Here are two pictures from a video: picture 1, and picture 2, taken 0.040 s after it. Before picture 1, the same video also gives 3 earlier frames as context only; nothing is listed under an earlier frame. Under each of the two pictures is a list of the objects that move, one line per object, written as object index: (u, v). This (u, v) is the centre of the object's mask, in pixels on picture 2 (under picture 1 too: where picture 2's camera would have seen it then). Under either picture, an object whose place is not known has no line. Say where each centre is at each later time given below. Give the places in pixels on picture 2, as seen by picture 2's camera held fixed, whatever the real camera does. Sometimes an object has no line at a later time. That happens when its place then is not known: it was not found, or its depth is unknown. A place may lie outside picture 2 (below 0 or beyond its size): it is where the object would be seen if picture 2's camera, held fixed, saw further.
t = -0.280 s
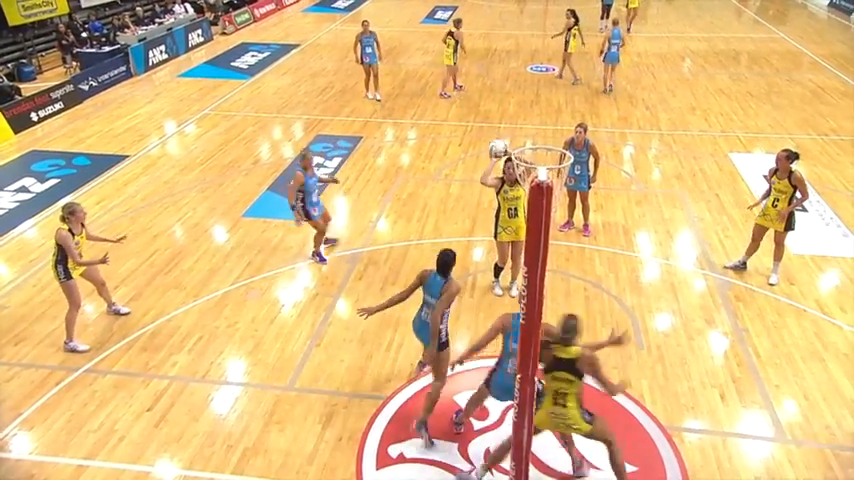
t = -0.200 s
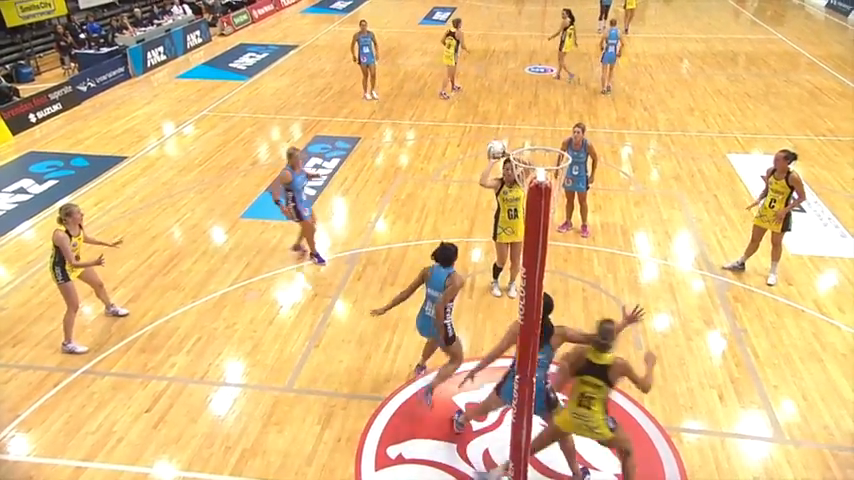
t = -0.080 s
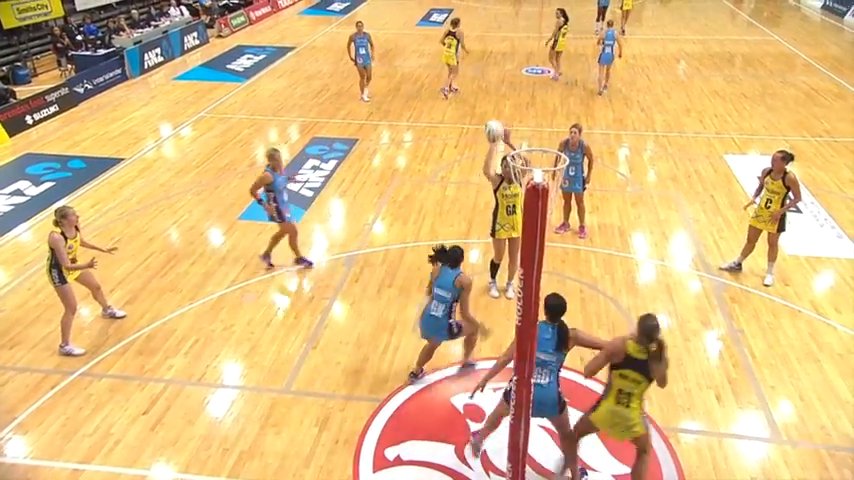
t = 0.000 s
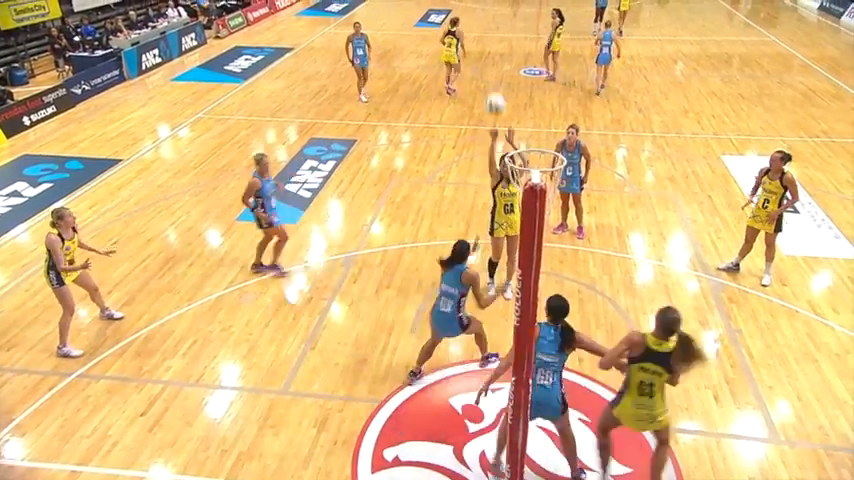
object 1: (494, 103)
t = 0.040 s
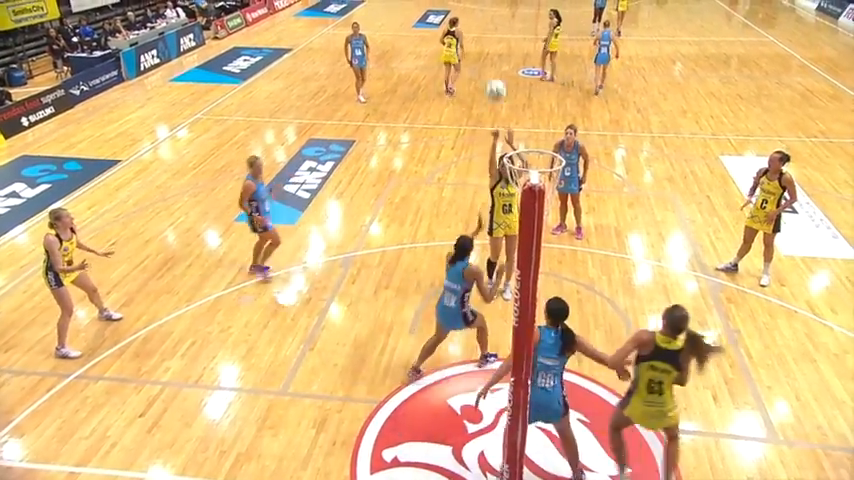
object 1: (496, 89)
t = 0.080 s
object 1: (498, 78)
